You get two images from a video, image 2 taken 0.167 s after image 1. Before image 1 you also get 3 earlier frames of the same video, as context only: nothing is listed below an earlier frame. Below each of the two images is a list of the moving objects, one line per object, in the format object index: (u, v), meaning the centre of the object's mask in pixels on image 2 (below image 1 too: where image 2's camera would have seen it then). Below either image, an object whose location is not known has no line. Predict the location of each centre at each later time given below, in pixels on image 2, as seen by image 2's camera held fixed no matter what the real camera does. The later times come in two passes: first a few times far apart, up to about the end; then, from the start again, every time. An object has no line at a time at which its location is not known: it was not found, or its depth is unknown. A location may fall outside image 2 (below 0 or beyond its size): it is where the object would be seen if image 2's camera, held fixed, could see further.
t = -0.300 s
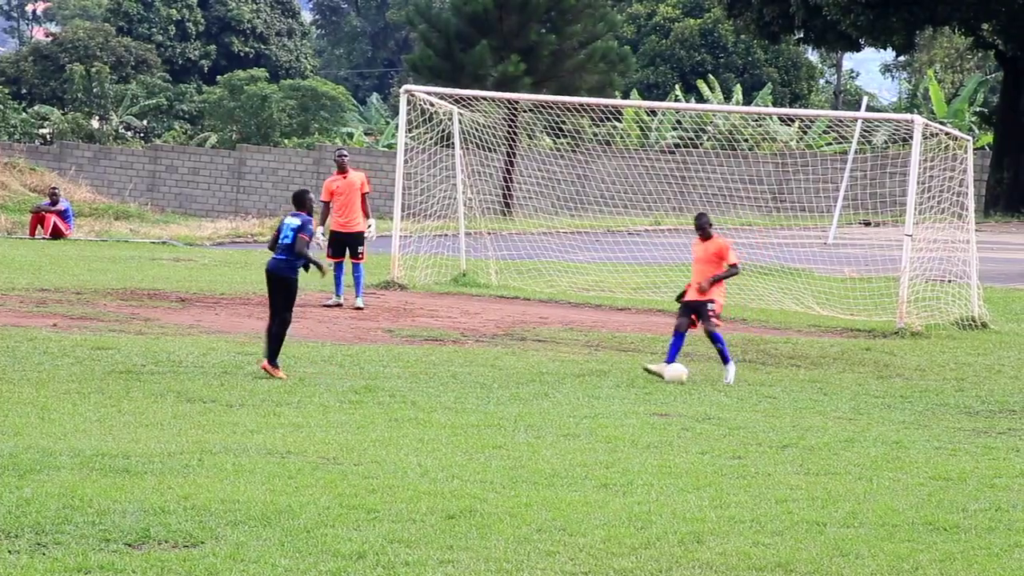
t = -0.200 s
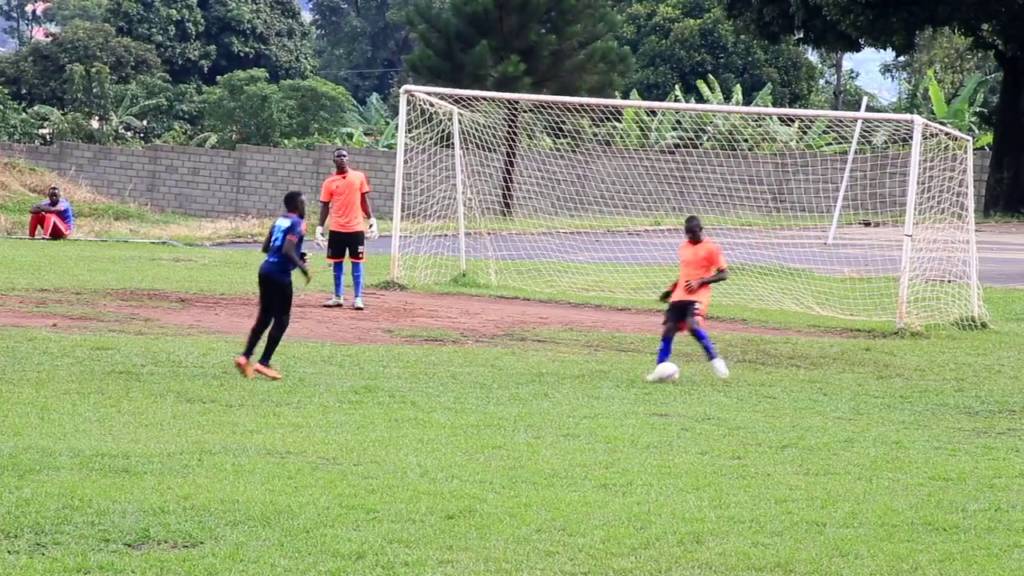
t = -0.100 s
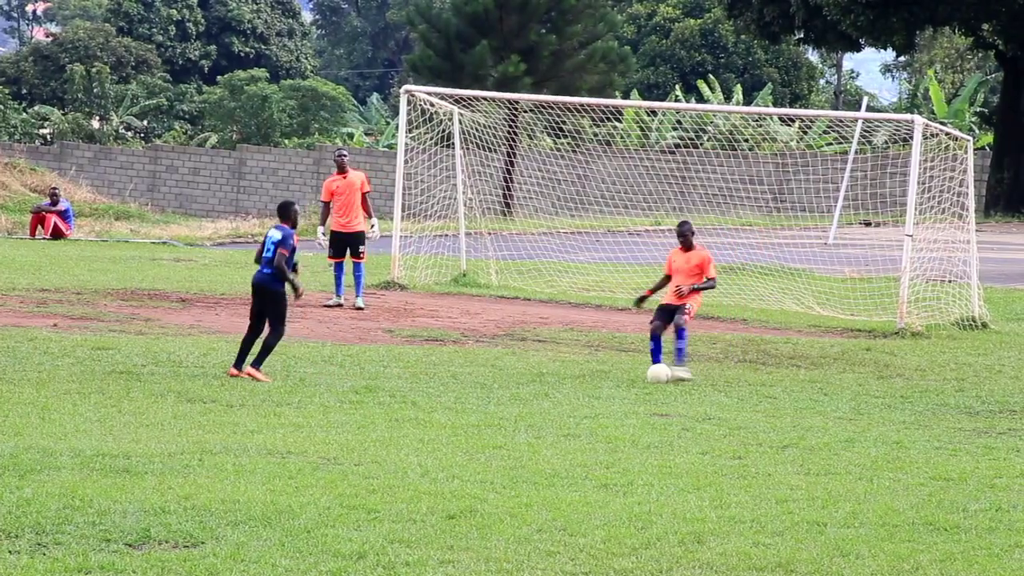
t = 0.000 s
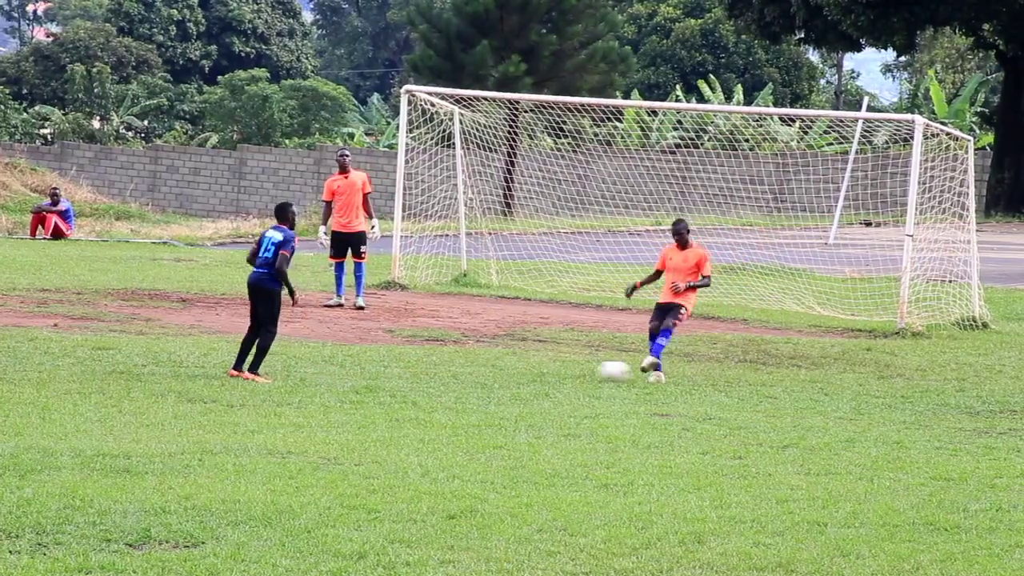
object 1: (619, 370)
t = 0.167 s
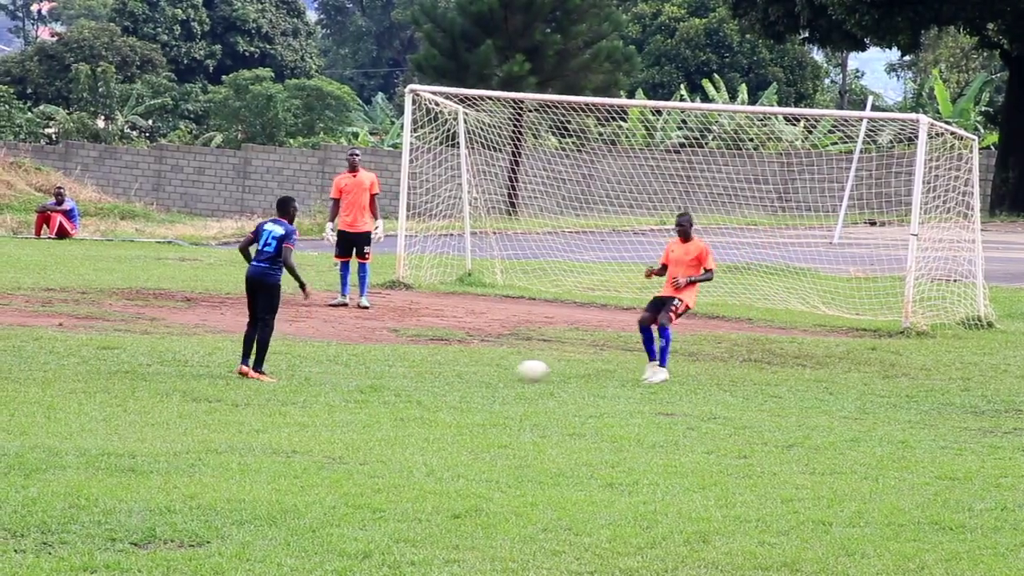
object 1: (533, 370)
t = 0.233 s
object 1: (502, 370)
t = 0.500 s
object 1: (393, 366)
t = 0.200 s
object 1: (517, 370)
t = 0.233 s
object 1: (502, 370)
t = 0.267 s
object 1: (488, 369)
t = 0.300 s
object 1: (472, 369)
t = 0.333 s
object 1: (460, 369)
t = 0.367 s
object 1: (446, 368)
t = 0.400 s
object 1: (433, 369)
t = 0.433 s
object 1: (420, 368)
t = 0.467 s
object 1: (406, 366)
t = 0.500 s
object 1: (393, 366)
